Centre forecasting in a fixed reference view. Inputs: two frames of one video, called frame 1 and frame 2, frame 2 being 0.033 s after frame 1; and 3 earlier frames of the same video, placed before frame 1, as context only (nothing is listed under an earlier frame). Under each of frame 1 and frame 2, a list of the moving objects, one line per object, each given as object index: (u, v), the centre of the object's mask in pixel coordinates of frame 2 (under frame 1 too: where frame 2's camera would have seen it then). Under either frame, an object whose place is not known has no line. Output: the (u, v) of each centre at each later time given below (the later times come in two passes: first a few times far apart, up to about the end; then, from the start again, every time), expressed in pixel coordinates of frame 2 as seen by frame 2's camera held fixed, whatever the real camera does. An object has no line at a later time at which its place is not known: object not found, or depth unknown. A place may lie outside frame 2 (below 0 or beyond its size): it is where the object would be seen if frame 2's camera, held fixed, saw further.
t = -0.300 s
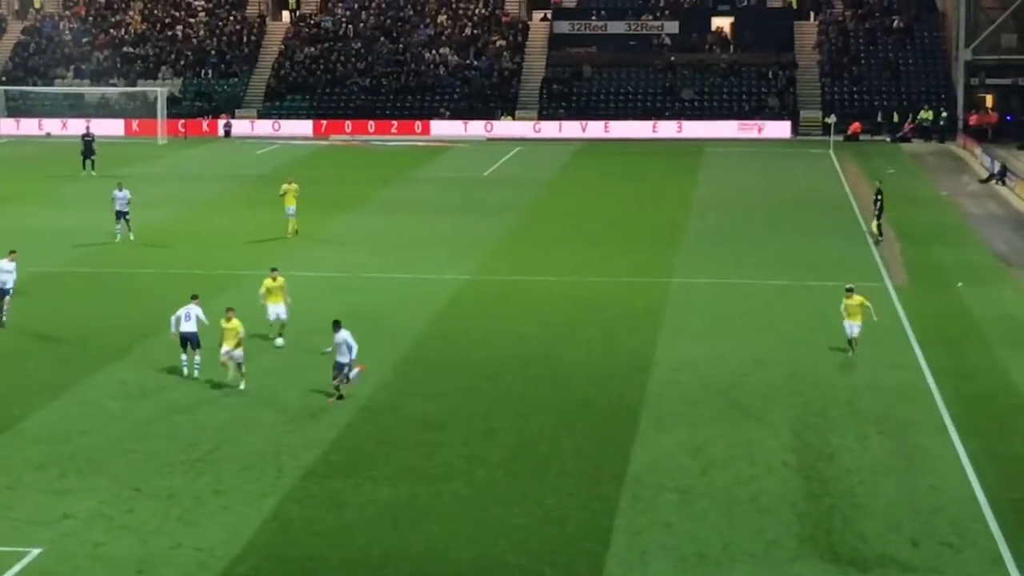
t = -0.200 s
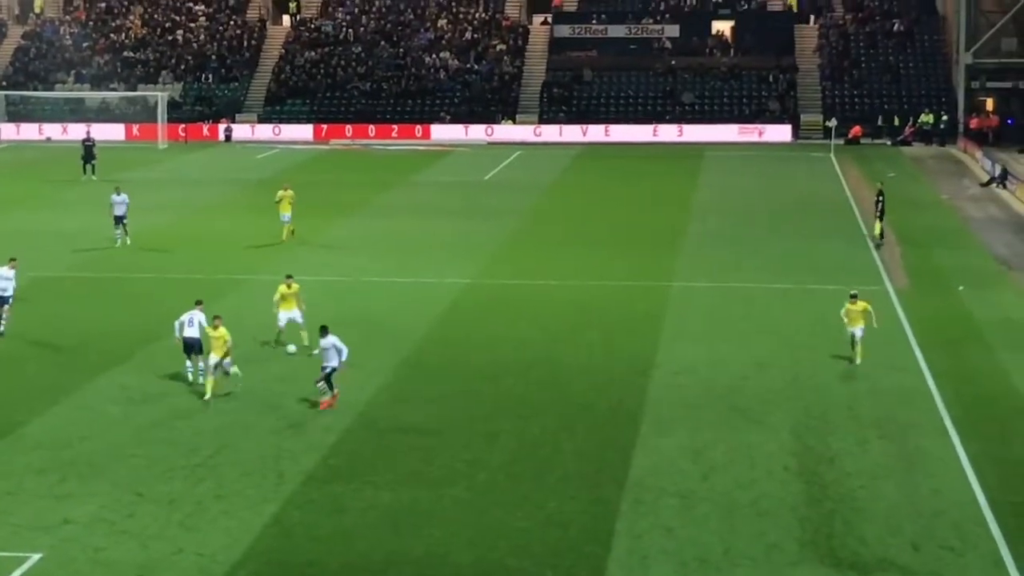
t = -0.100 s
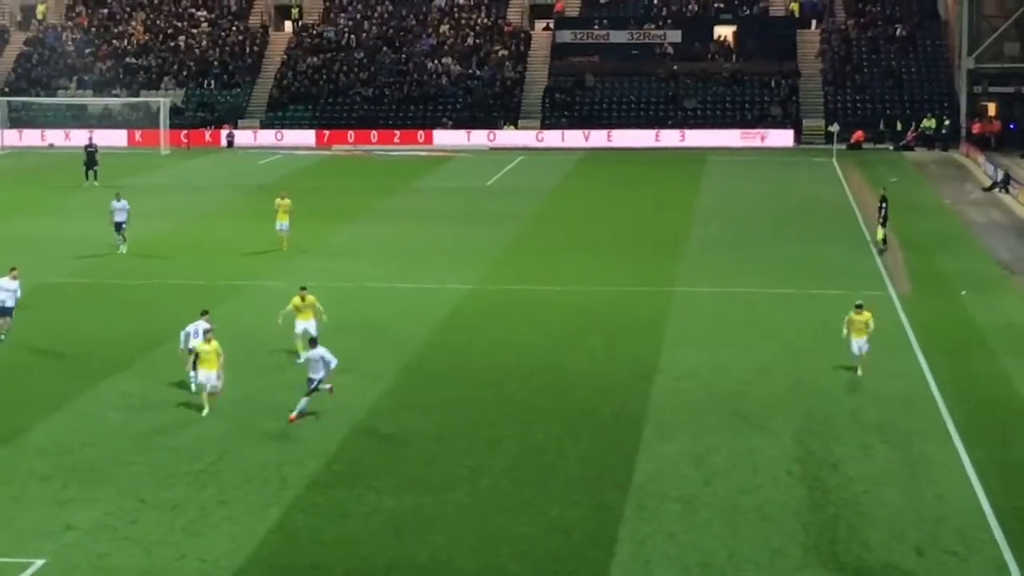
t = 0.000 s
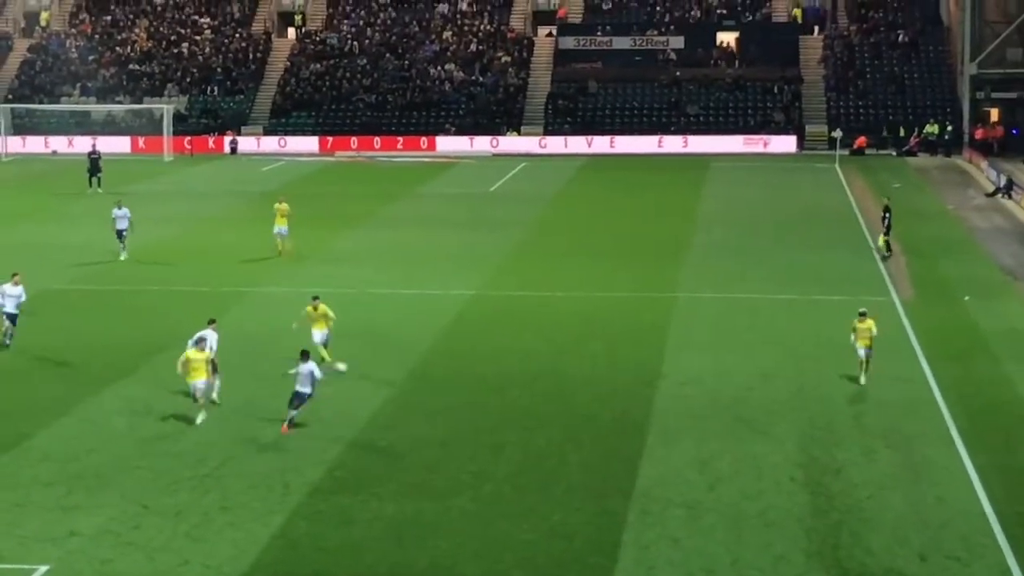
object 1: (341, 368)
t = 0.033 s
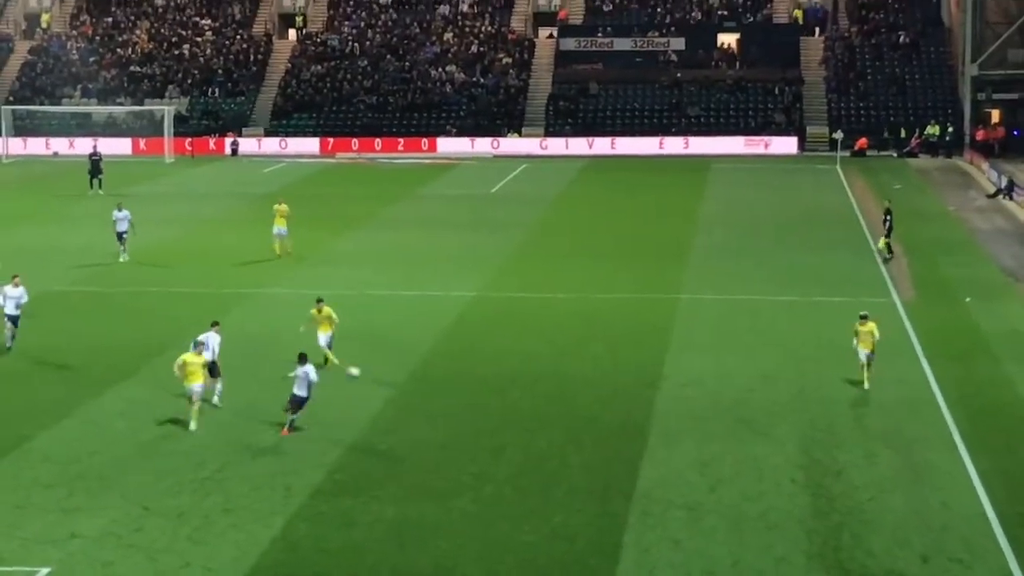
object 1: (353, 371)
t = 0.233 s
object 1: (427, 386)
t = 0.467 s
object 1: (507, 403)
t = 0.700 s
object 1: (578, 417)
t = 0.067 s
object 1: (366, 374)
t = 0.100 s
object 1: (379, 377)
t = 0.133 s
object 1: (391, 379)
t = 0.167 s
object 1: (403, 381)
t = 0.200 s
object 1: (415, 383)
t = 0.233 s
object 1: (427, 386)
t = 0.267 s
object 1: (439, 389)
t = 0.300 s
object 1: (451, 392)
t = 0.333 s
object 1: (463, 394)
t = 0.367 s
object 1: (473, 396)
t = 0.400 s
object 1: (485, 398)
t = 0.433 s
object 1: (497, 401)
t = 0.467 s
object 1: (507, 403)
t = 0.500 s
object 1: (518, 405)
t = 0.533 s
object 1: (529, 408)
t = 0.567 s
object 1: (537, 410)
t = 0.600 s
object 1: (549, 411)
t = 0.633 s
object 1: (559, 413)
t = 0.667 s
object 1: (569, 415)
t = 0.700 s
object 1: (578, 417)
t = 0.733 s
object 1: (588, 418)
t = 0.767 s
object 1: (597, 420)
